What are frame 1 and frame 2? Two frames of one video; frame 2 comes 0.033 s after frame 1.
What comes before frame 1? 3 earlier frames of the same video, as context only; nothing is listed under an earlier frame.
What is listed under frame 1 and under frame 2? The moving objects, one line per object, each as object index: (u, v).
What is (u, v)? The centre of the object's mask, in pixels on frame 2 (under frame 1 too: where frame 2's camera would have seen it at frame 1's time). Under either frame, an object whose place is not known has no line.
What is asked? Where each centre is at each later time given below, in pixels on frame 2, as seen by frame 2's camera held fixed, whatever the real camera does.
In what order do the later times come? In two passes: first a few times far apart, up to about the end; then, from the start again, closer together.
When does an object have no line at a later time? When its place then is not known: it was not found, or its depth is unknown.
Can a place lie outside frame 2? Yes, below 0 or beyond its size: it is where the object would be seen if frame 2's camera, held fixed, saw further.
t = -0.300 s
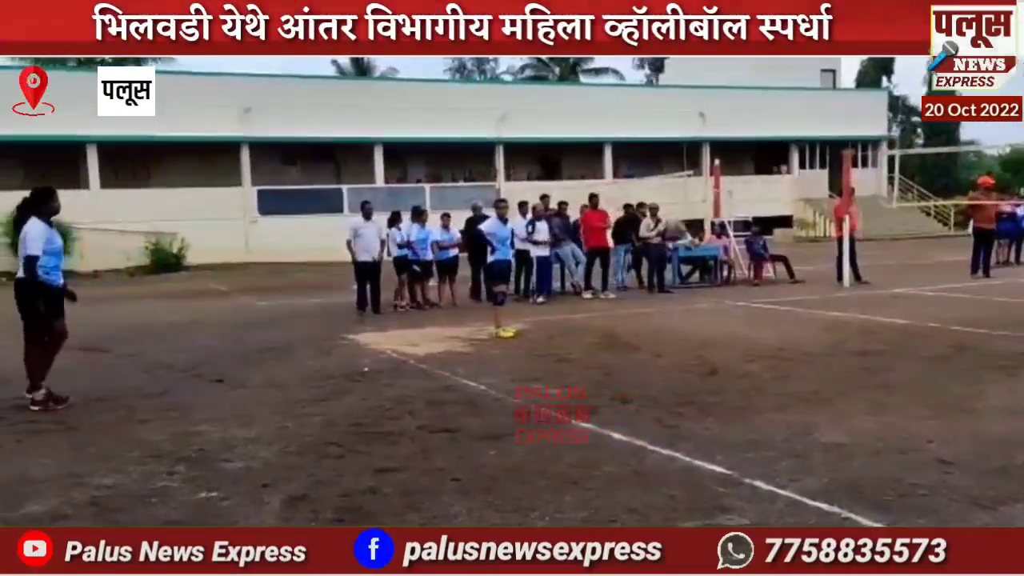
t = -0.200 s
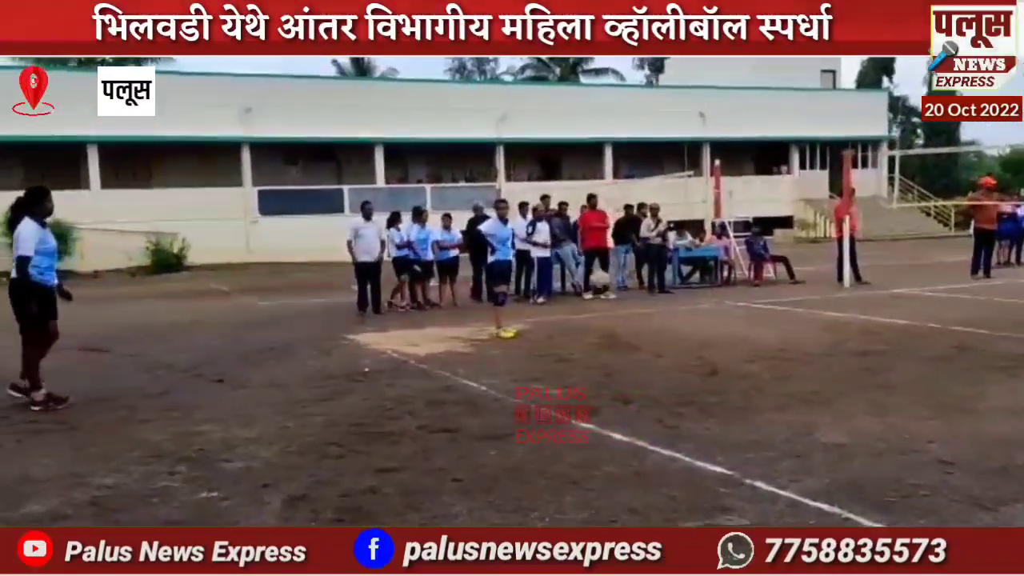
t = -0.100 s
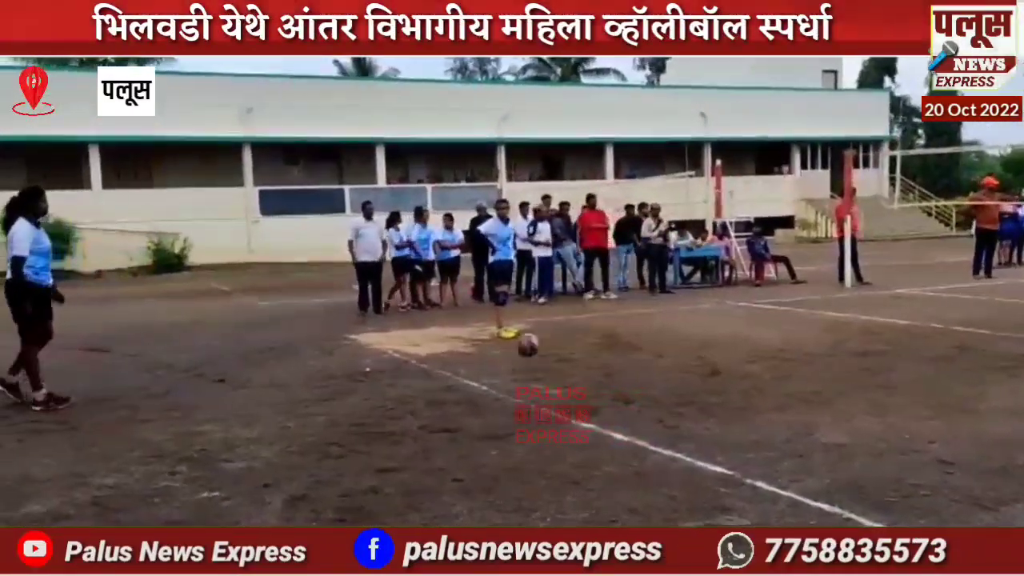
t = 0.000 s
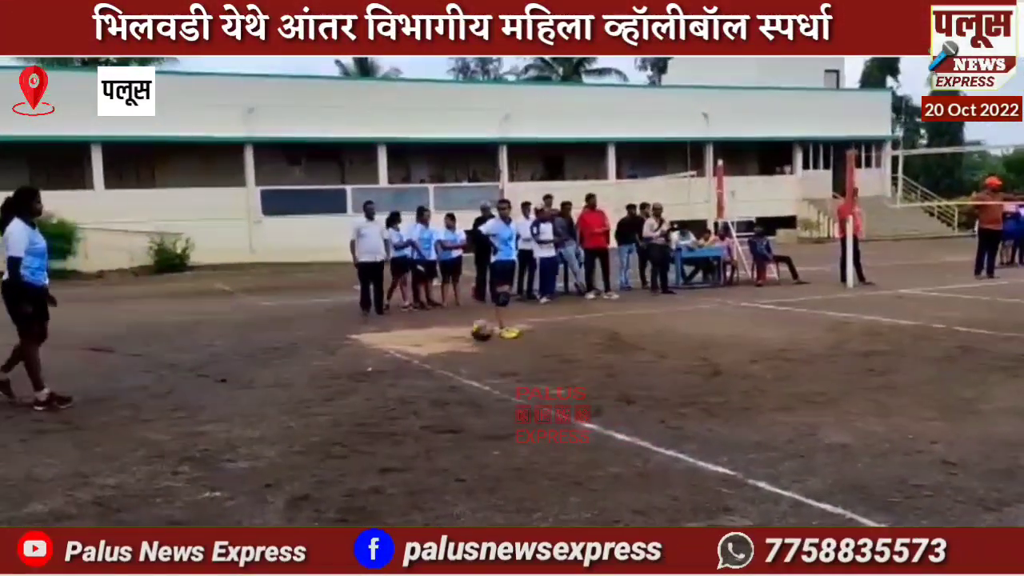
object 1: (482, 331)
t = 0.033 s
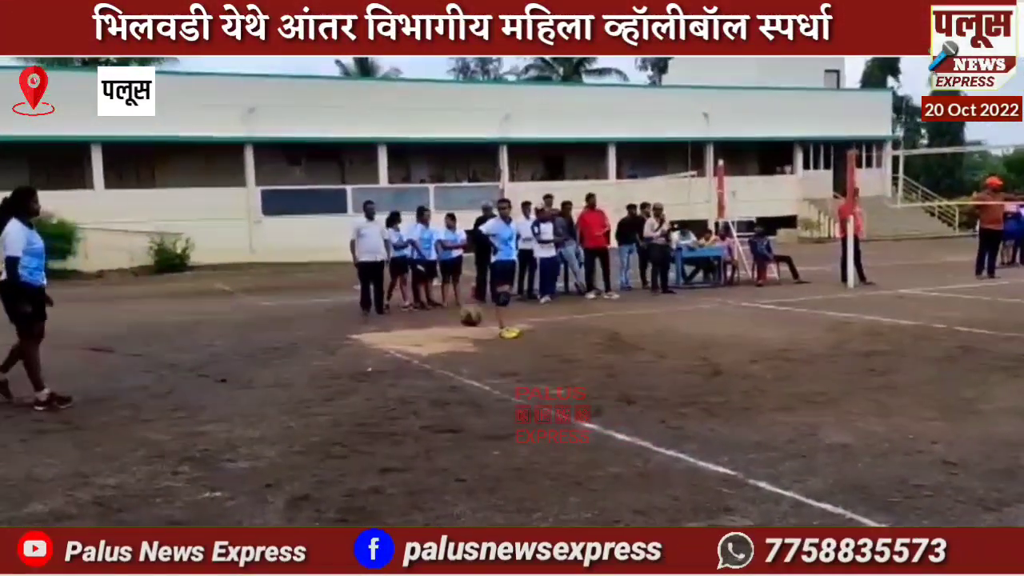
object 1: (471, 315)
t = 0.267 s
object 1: (391, 238)
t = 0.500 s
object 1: (308, 215)
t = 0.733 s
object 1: (229, 254)
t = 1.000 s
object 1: (147, 371)
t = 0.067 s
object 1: (460, 300)
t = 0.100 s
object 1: (447, 286)
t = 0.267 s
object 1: (391, 238)
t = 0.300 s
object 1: (378, 230)
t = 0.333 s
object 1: (365, 225)
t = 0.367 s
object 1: (353, 222)
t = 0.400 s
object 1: (342, 218)
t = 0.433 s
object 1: (330, 216)
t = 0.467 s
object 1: (320, 215)
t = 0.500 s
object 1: (308, 215)
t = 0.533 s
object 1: (296, 216)
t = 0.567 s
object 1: (285, 220)
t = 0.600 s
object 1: (273, 225)
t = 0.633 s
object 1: (262, 231)
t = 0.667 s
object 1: (252, 237)
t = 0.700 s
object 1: (240, 246)
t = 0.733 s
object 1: (229, 254)
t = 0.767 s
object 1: (217, 266)
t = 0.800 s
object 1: (208, 276)
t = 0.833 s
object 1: (198, 289)
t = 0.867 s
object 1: (187, 303)
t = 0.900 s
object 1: (177, 318)
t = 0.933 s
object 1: (167, 334)
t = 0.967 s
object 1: (156, 352)
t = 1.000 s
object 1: (147, 371)
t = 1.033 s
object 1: (137, 367)
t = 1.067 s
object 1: (123, 353)
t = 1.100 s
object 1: (112, 342)
